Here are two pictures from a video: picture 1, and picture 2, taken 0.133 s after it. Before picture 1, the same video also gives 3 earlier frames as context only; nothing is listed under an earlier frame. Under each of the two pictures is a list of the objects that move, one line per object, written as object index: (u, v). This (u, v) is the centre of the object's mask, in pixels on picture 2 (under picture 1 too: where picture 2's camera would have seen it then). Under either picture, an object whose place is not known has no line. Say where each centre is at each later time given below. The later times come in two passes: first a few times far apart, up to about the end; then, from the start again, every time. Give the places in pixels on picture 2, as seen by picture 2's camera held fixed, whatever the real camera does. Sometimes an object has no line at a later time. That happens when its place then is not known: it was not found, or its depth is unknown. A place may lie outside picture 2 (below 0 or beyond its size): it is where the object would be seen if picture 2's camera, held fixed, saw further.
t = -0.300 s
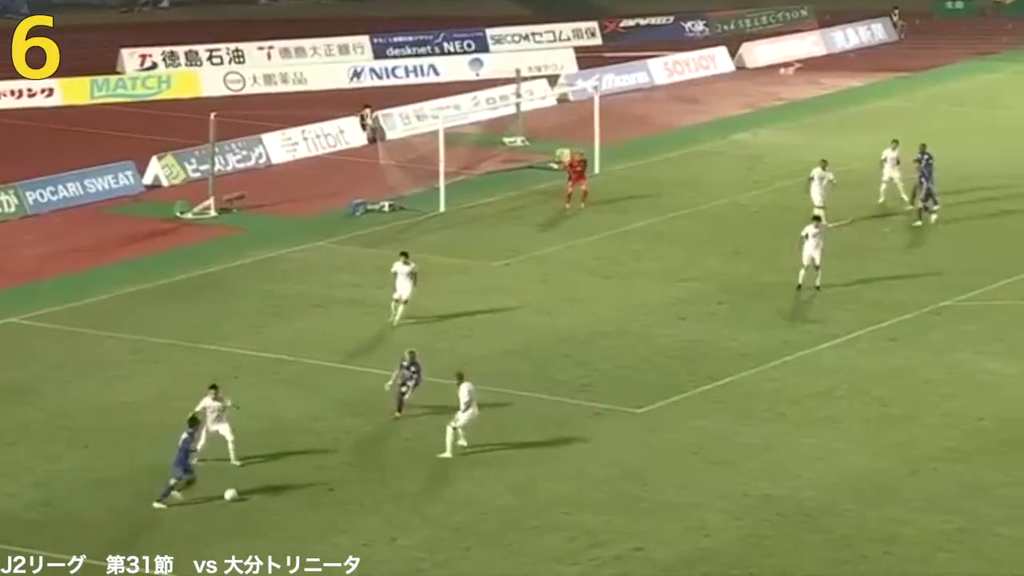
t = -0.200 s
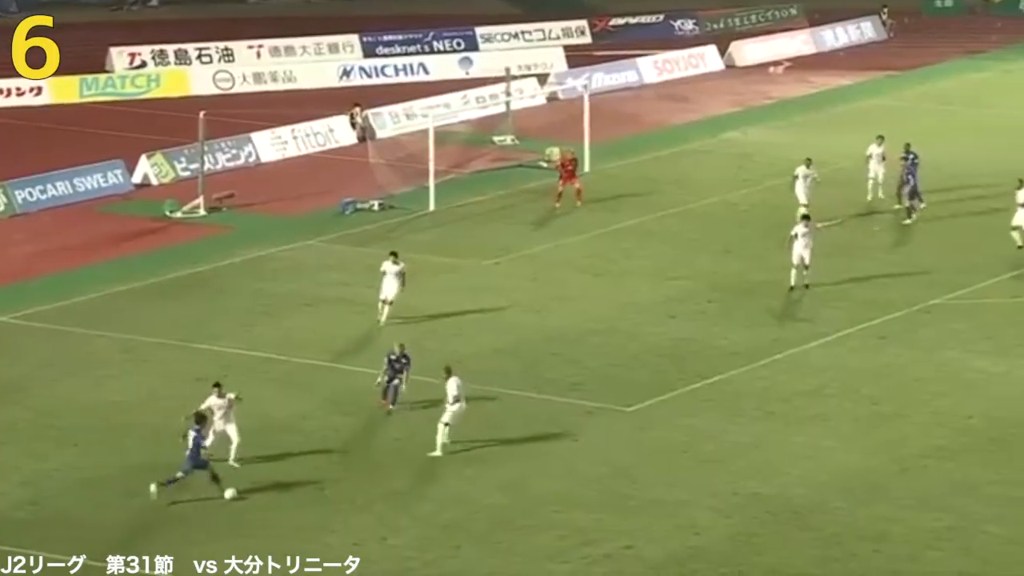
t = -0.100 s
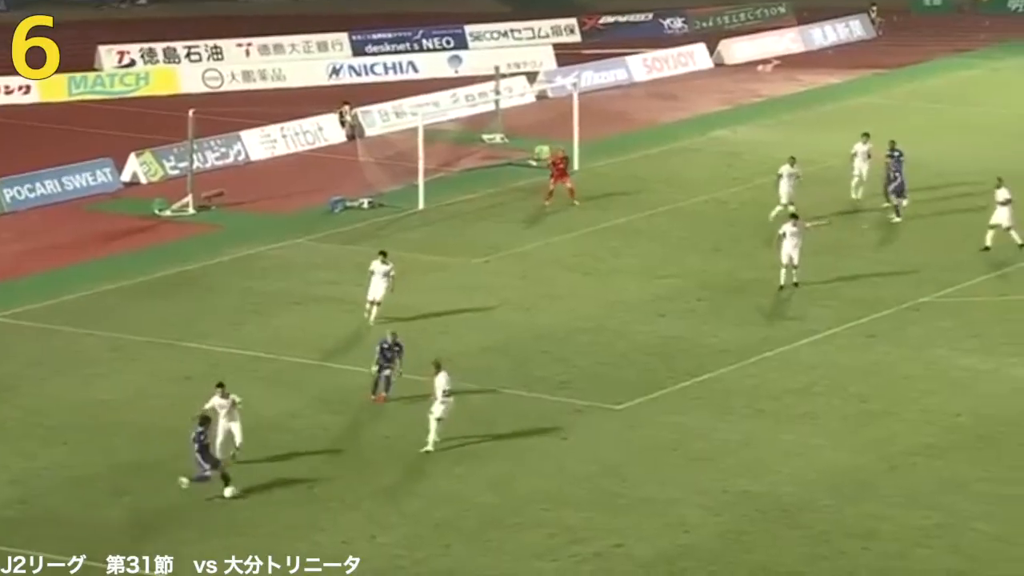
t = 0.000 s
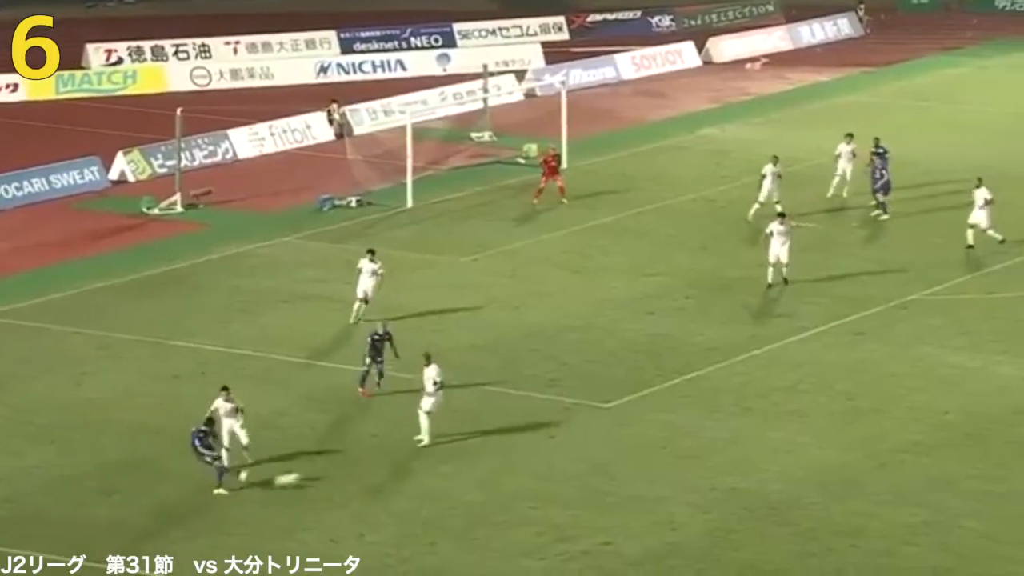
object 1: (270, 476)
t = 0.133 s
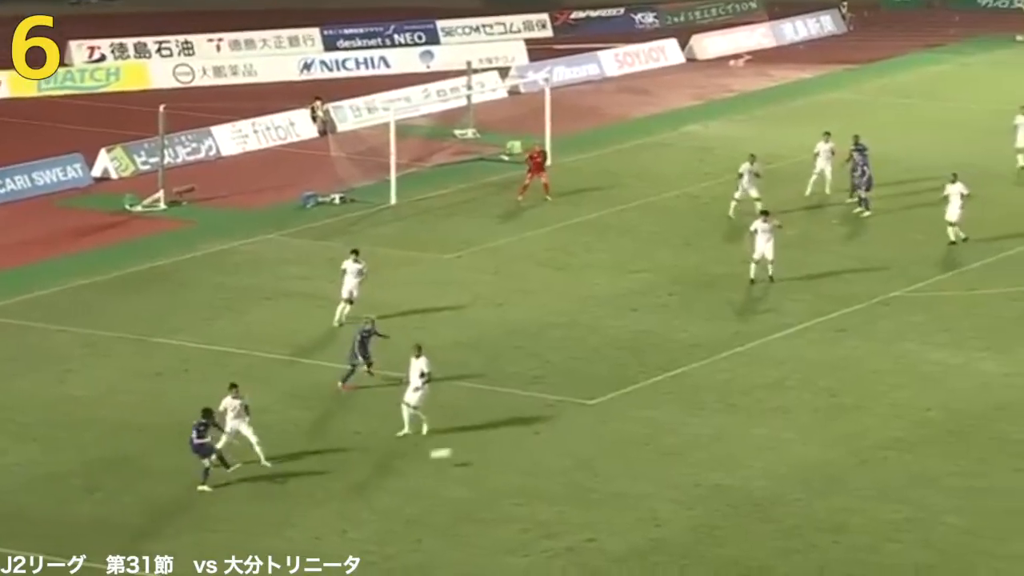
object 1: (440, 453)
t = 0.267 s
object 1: (598, 444)
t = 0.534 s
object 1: (855, 415)
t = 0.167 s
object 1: (481, 450)
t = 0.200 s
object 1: (521, 447)
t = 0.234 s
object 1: (559, 445)
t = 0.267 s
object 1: (598, 444)
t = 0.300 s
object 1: (632, 440)
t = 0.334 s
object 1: (666, 434)
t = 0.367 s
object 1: (699, 428)
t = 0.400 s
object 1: (731, 424)
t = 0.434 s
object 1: (763, 421)
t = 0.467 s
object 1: (795, 418)
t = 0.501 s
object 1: (825, 416)
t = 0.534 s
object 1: (855, 415)
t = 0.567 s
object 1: (883, 410)
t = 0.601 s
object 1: (909, 405)
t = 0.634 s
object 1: (936, 400)
